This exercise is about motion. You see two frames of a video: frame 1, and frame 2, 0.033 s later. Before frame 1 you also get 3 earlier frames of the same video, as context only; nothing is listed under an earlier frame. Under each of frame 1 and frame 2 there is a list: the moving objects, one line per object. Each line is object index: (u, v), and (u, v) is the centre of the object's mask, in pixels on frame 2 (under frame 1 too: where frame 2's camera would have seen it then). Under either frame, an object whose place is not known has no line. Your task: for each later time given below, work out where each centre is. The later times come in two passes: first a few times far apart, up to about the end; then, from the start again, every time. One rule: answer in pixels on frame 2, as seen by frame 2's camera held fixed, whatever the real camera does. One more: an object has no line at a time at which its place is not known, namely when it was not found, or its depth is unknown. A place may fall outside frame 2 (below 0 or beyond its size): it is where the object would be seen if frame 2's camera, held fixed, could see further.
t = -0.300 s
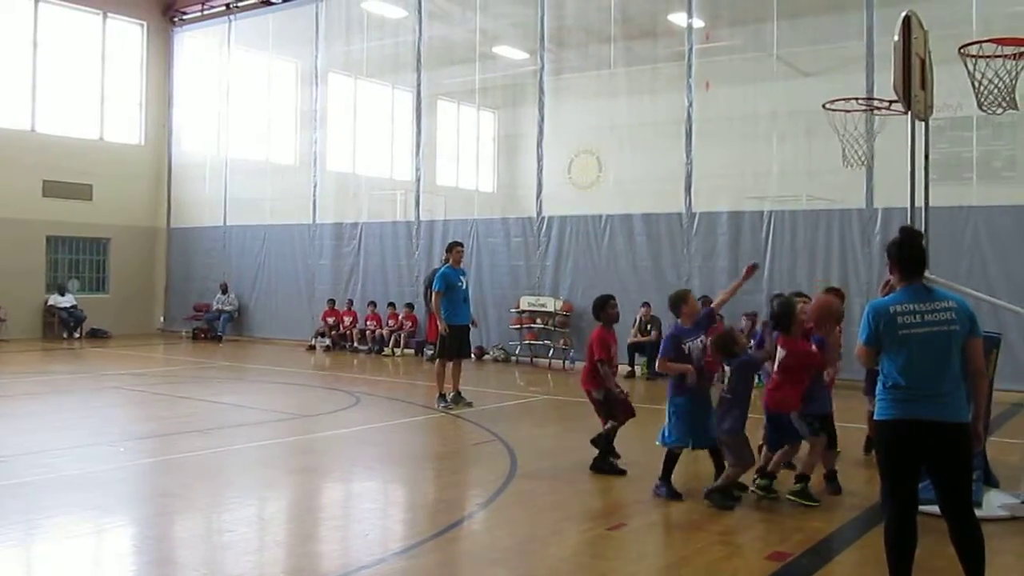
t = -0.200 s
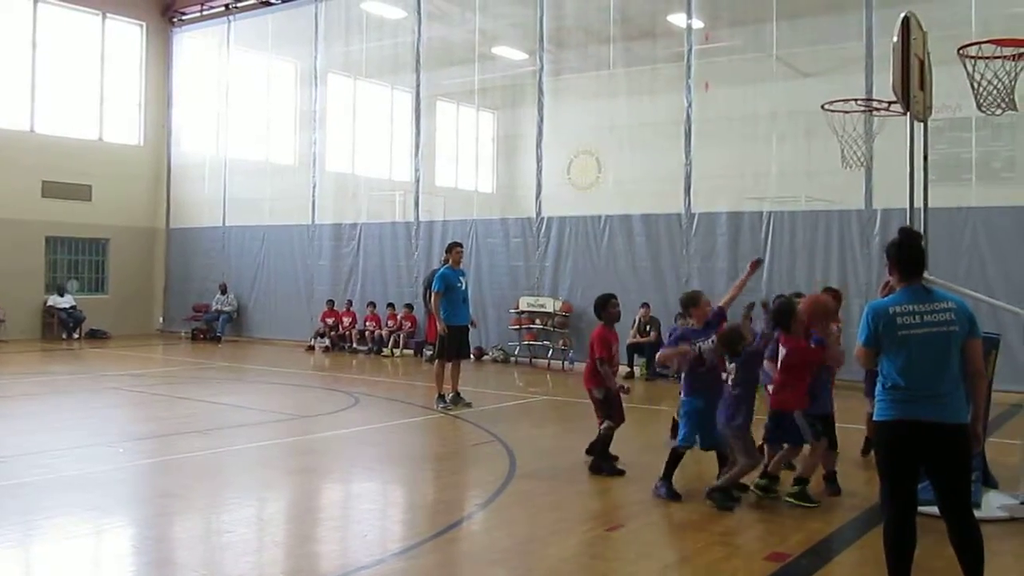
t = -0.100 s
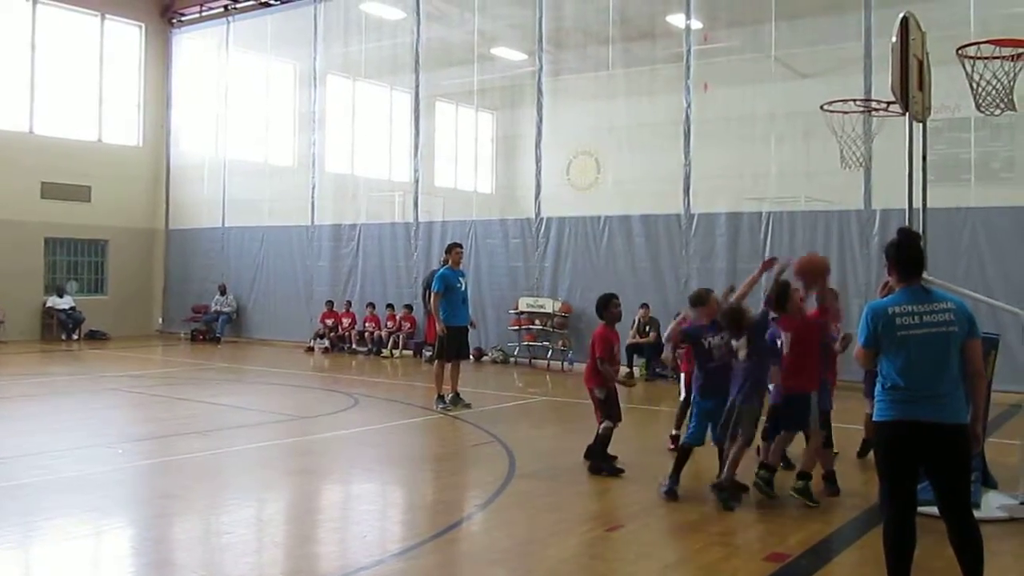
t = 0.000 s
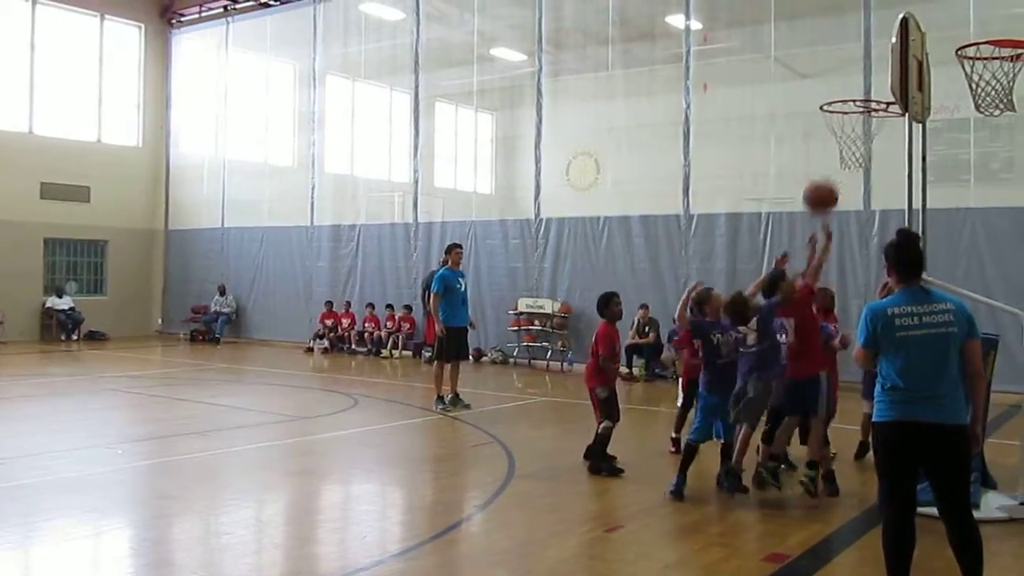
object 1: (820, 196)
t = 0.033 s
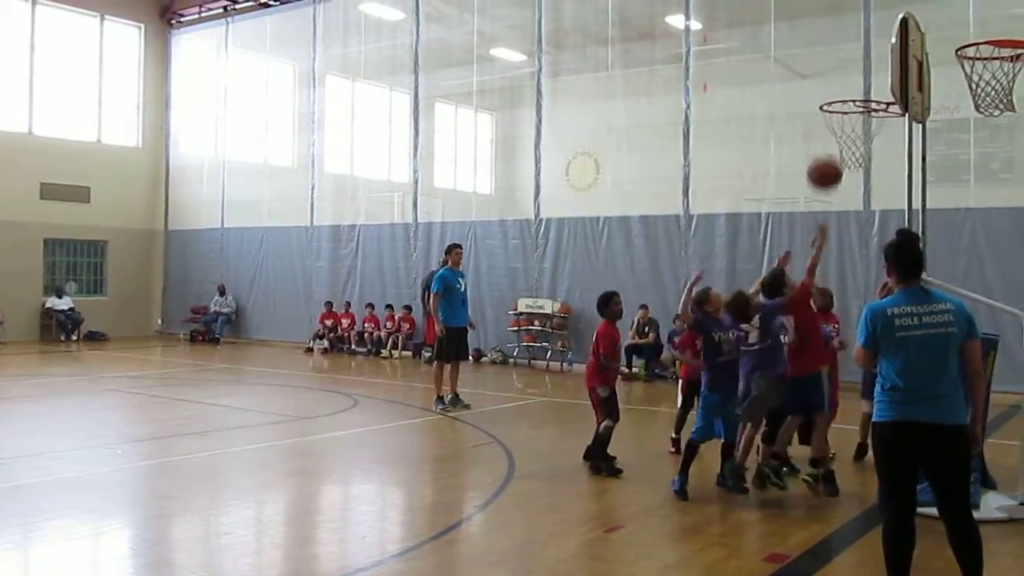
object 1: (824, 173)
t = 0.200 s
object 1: (845, 81)
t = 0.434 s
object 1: (872, 26)
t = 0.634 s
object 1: (882, 38)
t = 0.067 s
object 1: (829, 151)
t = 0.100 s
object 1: (833, 131)
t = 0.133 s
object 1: (836, 113)
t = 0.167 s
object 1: (841, 95)
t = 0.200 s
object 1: (845, 81)
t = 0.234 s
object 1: (849, 69)
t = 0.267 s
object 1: (853, 58)
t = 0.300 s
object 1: (857, 48)
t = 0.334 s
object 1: (861, 40)
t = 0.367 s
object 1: (865, 34)
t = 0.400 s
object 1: (868, 29)
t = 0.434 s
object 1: (872, 26)
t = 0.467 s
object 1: (876, 25)
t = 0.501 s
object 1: (878, 25)
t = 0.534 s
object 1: (880, 26)
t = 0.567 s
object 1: (882, 29)
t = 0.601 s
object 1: (883, 33)
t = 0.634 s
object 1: (882, 38)
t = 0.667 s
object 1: (881, 45)
